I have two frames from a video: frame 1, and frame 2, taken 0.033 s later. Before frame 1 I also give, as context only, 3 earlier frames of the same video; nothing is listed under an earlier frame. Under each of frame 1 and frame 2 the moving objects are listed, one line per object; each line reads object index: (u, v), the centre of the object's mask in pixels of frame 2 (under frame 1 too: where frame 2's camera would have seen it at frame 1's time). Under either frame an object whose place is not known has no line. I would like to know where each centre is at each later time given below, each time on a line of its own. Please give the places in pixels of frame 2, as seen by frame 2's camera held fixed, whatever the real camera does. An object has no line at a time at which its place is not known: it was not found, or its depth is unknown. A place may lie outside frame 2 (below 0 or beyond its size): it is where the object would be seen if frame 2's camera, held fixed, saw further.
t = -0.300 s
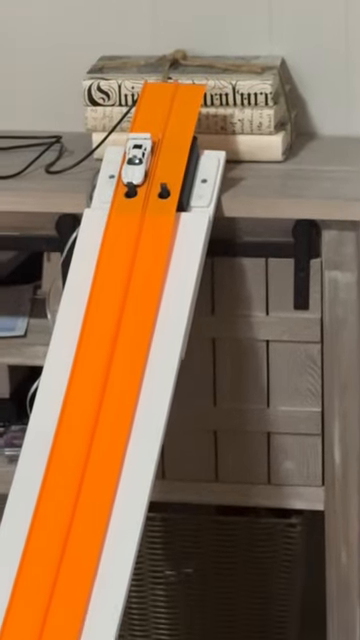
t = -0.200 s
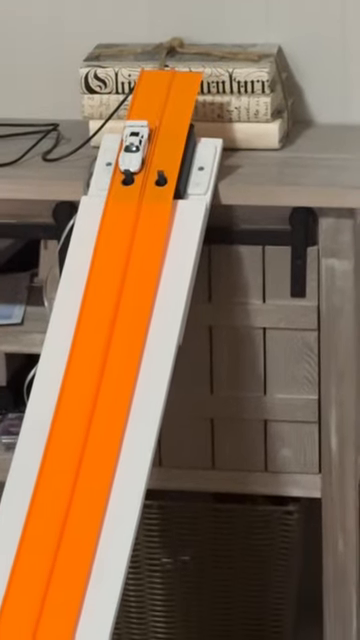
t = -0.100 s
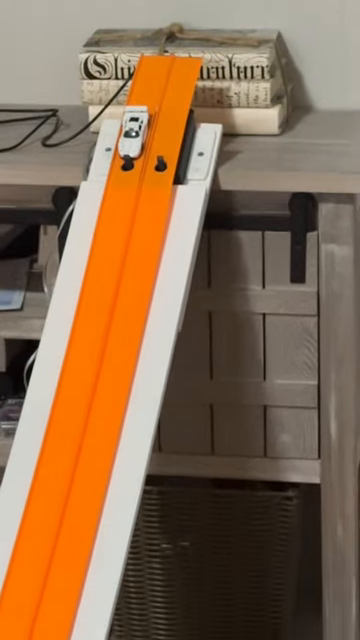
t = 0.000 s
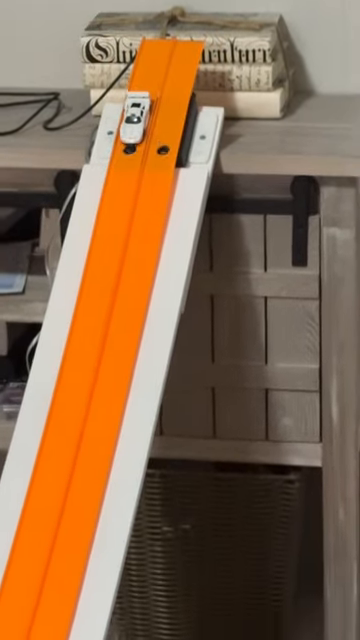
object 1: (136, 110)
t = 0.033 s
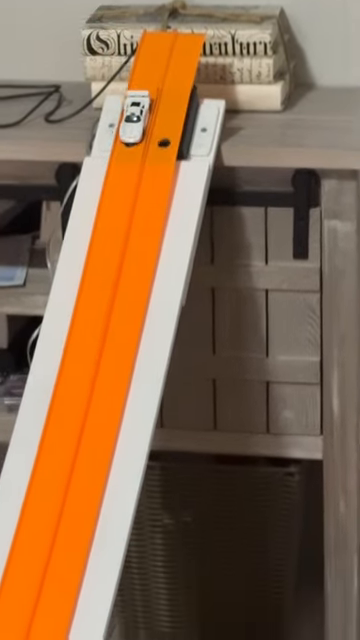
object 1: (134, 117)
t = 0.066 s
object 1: (132, 127)
